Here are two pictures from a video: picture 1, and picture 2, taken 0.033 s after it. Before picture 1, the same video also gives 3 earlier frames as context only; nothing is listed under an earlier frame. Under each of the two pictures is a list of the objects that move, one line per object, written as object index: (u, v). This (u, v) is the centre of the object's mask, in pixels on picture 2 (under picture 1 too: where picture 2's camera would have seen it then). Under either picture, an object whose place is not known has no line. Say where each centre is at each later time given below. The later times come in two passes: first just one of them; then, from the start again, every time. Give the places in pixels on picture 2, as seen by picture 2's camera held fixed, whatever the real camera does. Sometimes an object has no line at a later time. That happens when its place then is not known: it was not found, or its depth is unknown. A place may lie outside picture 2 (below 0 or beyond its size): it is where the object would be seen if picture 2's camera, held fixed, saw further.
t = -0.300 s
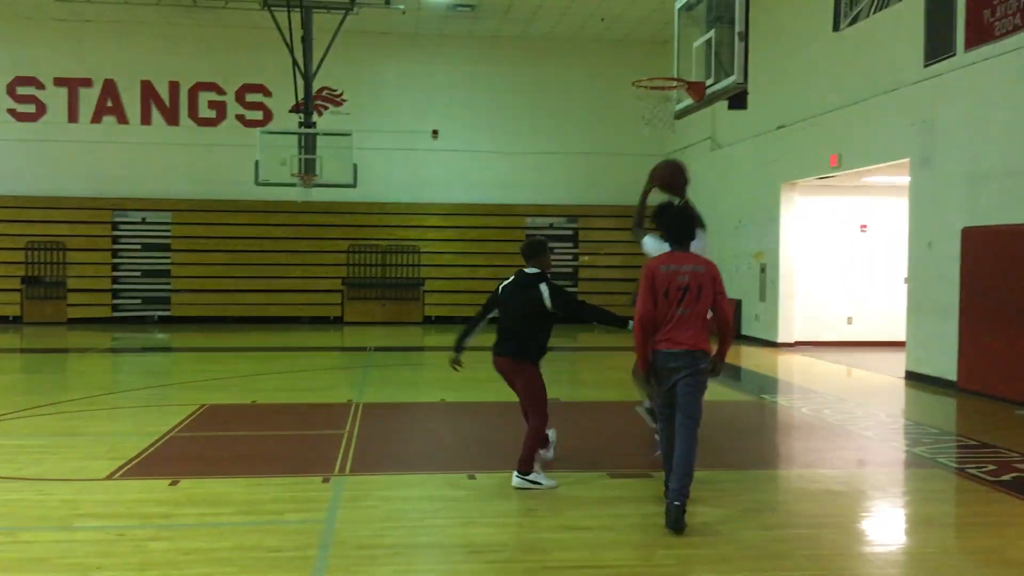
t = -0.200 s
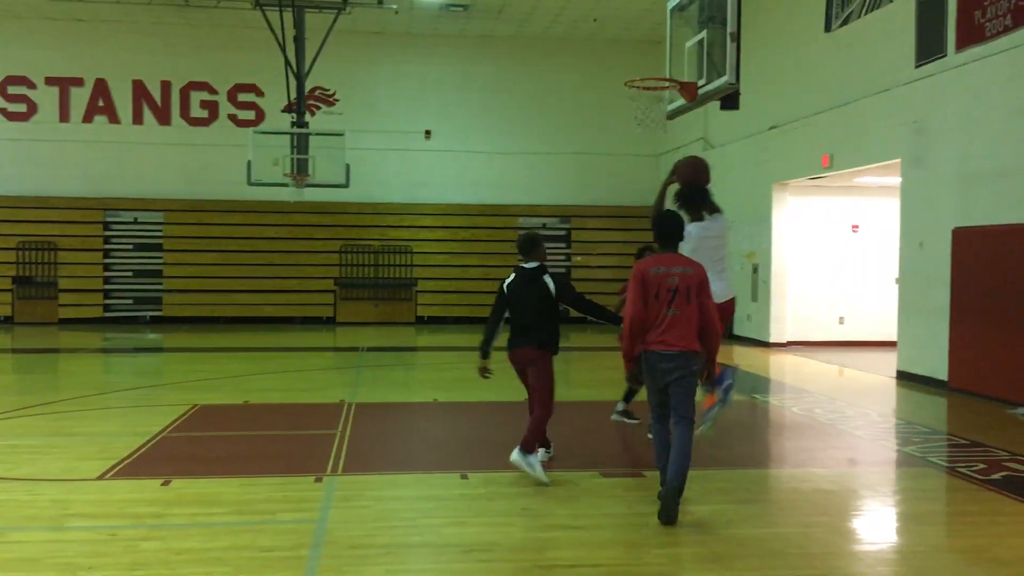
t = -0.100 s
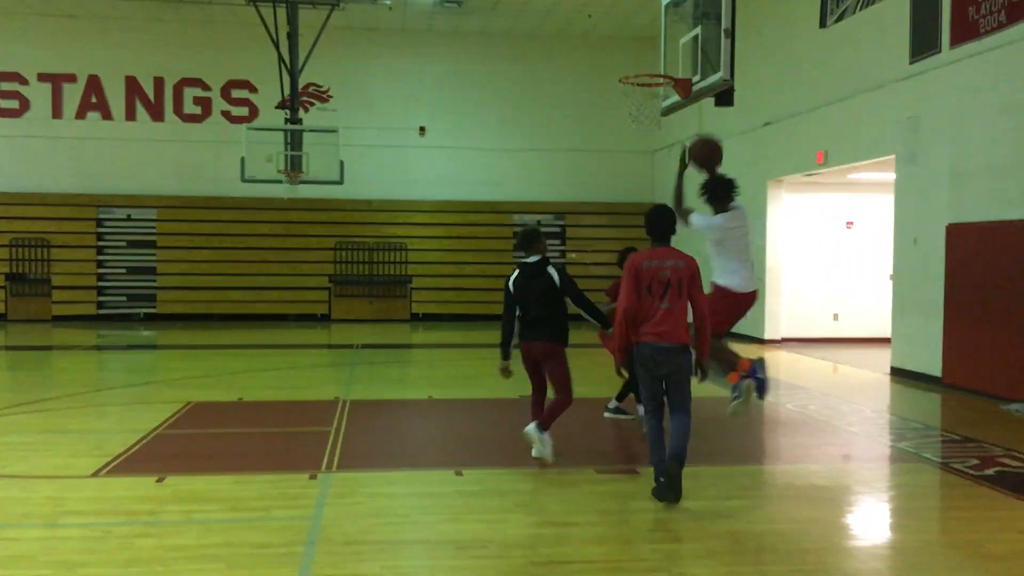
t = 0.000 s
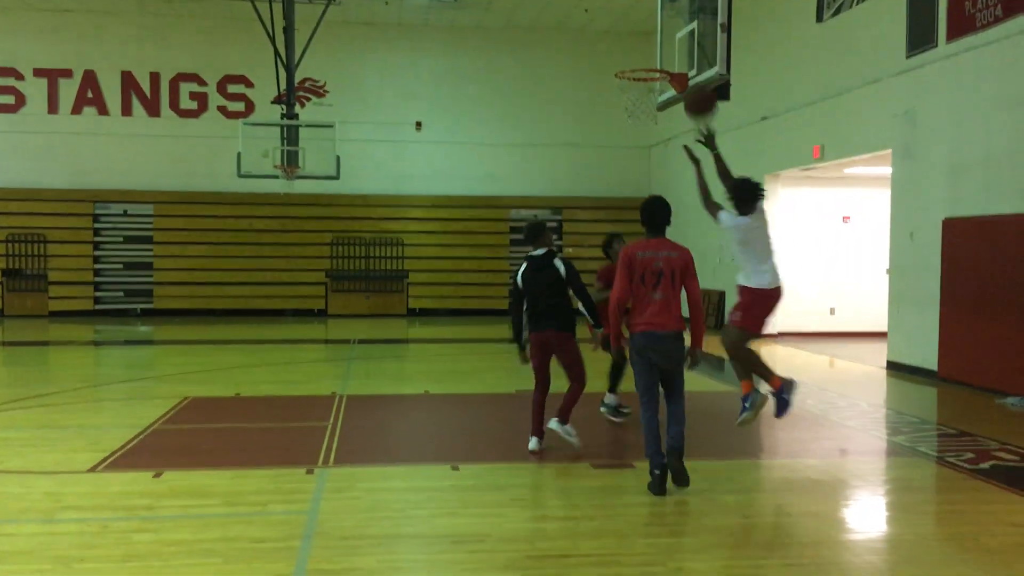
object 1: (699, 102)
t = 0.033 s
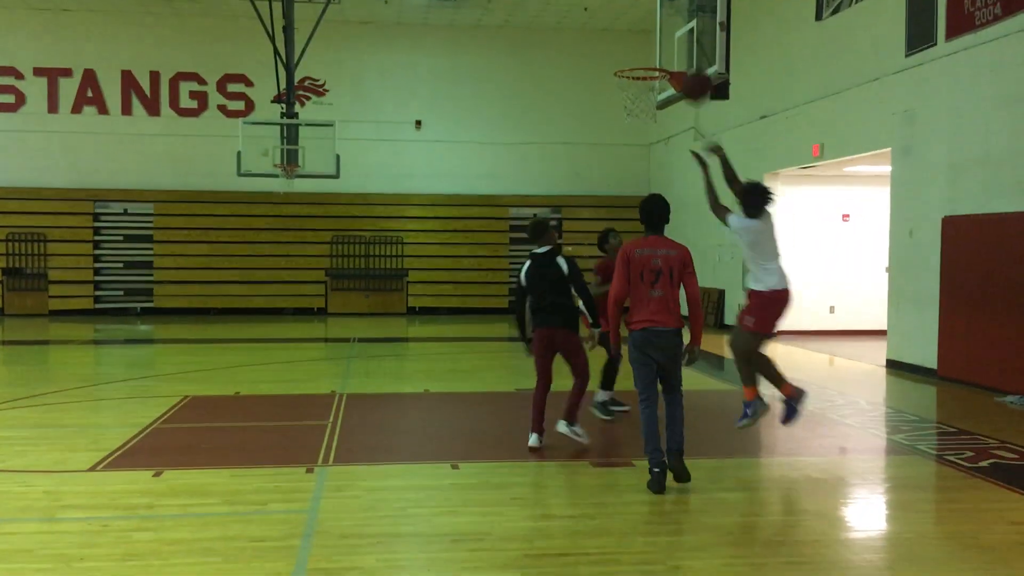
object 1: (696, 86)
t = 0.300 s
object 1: (668, 24)
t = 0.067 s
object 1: (692, 74)
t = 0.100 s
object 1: (688, 61)
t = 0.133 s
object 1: (685, 51)
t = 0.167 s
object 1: (681, 42)
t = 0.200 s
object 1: (678, 35)
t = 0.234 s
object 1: (675, 30)
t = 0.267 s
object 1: (671, 26)
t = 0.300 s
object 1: (668, 24)
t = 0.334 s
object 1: (665, 23)
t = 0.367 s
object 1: (661, 23)
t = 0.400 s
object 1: (658, 25)
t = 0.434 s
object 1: (655, 27)
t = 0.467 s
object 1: (653, 31)
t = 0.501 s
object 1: (650, 36)
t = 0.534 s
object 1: (647, 43)
